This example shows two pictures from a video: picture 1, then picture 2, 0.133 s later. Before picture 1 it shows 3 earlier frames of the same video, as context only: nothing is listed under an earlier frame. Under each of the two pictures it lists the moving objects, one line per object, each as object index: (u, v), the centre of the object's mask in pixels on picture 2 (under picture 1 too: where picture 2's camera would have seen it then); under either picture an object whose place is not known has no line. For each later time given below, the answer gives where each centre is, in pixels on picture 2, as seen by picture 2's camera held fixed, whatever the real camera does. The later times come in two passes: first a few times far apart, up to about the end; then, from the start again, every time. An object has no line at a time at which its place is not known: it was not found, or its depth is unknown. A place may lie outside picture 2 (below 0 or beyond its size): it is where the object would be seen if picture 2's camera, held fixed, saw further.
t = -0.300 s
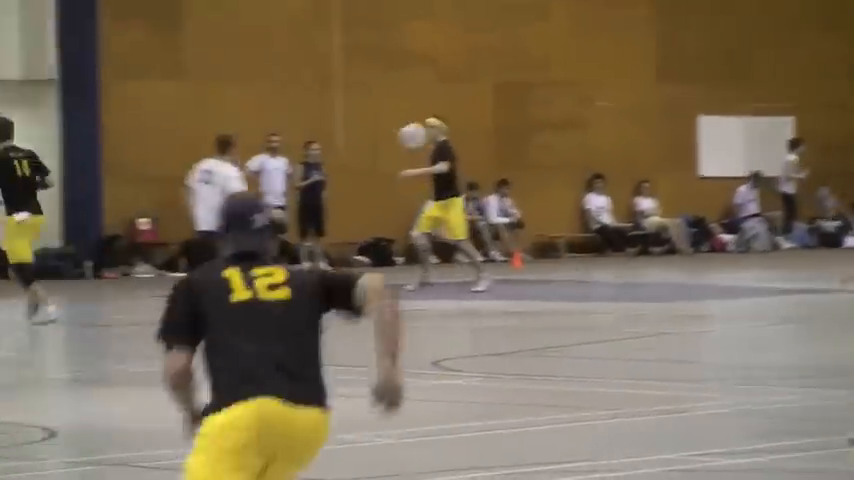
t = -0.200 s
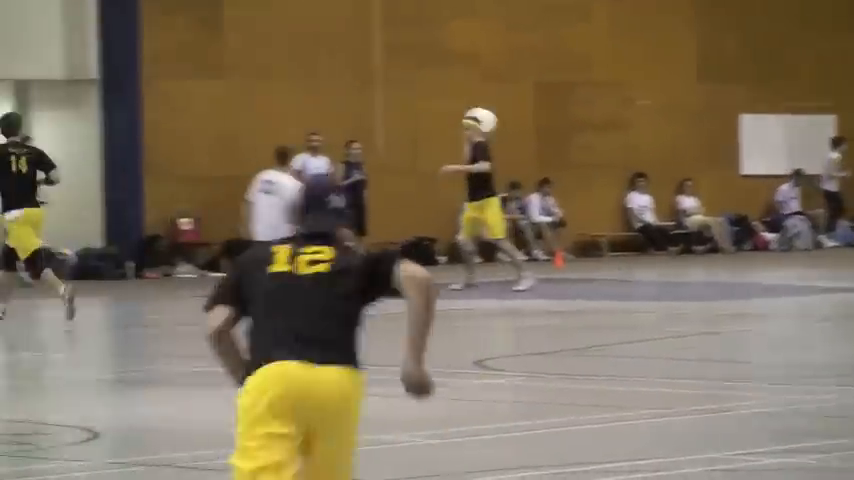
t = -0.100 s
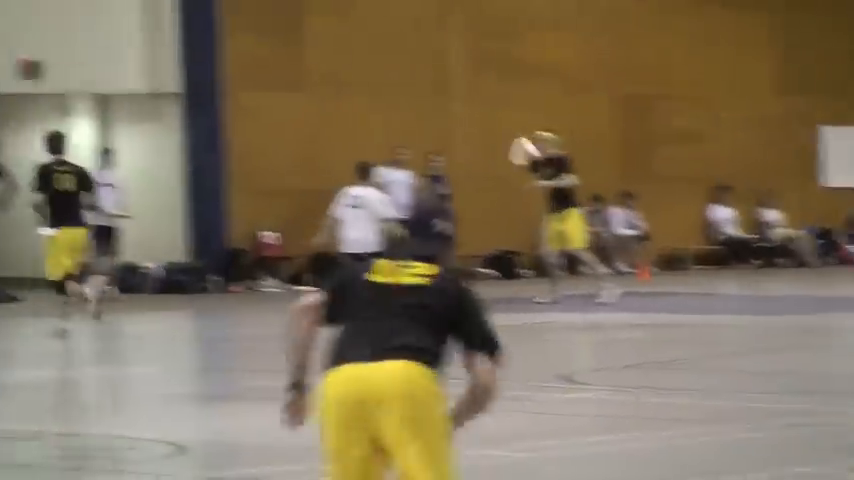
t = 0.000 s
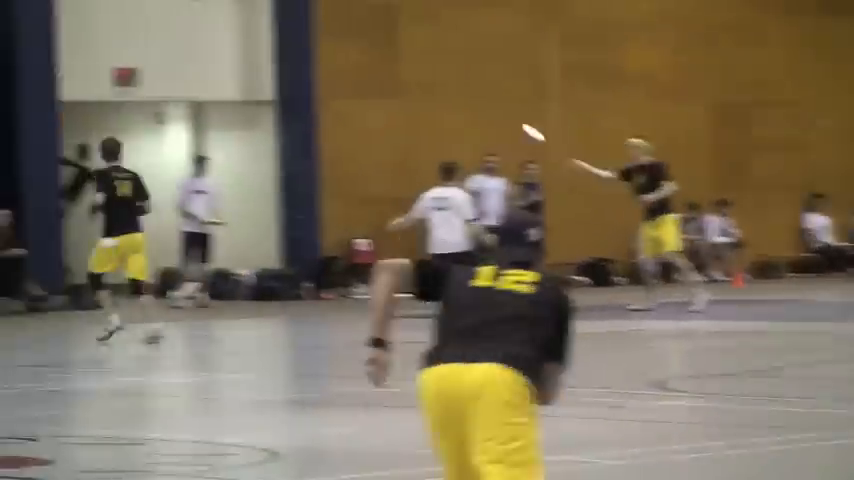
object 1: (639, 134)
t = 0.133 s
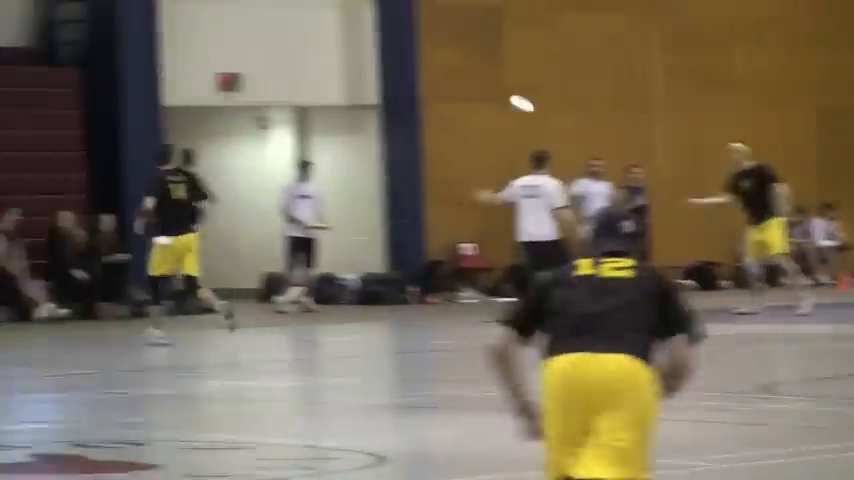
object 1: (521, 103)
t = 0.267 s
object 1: (414, 76)
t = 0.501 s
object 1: (243, 41)
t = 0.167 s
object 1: (493, 96)
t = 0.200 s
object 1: (467, 89)
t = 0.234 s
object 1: (440, 83)
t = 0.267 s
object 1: (414, 76)
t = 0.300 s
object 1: (389, 70)
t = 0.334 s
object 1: (363, 64)
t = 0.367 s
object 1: (338, 59)
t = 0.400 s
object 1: (313, 54)
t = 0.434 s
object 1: (289, 49)
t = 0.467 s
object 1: (266, 44)
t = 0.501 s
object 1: (243, 41)
